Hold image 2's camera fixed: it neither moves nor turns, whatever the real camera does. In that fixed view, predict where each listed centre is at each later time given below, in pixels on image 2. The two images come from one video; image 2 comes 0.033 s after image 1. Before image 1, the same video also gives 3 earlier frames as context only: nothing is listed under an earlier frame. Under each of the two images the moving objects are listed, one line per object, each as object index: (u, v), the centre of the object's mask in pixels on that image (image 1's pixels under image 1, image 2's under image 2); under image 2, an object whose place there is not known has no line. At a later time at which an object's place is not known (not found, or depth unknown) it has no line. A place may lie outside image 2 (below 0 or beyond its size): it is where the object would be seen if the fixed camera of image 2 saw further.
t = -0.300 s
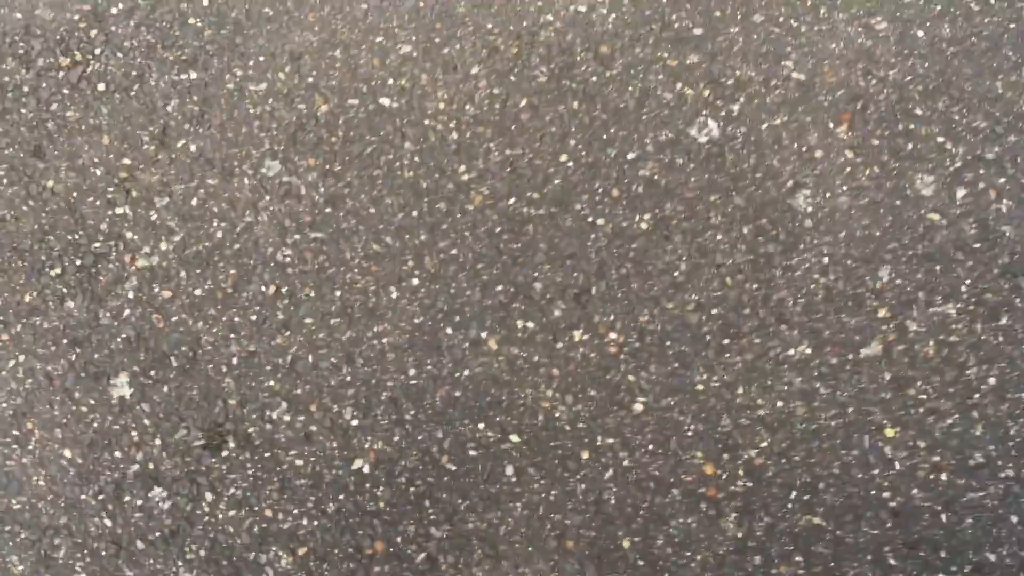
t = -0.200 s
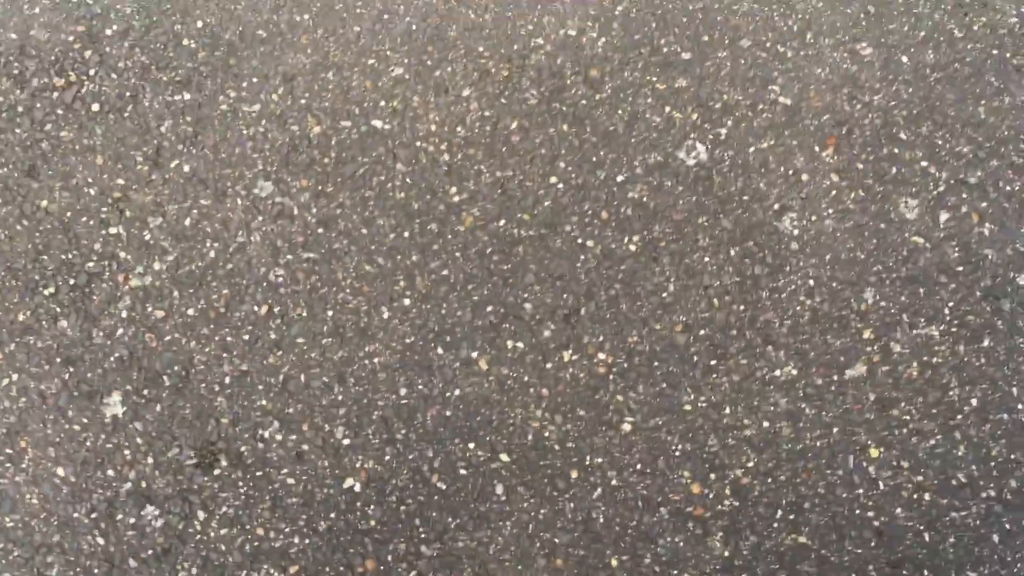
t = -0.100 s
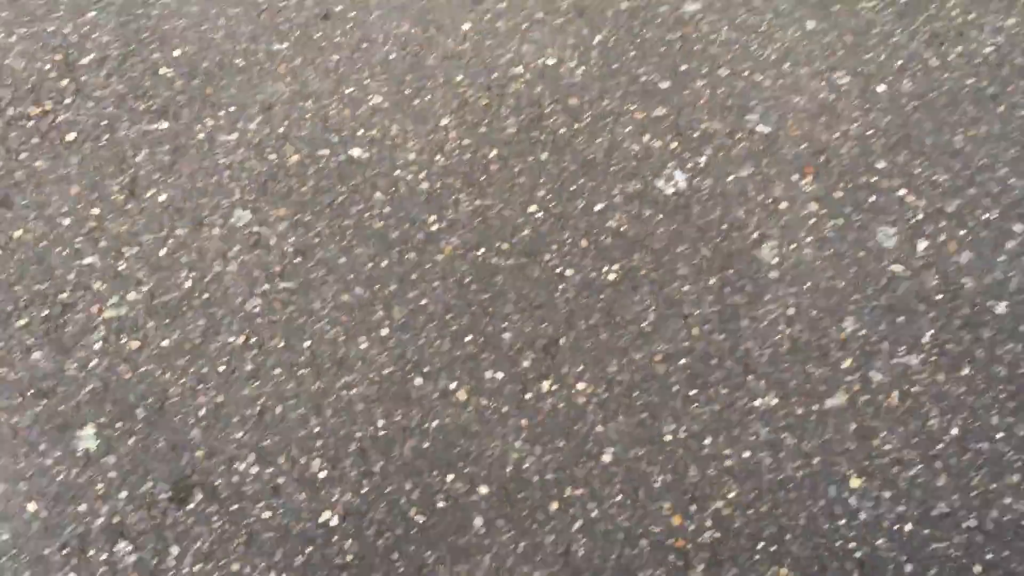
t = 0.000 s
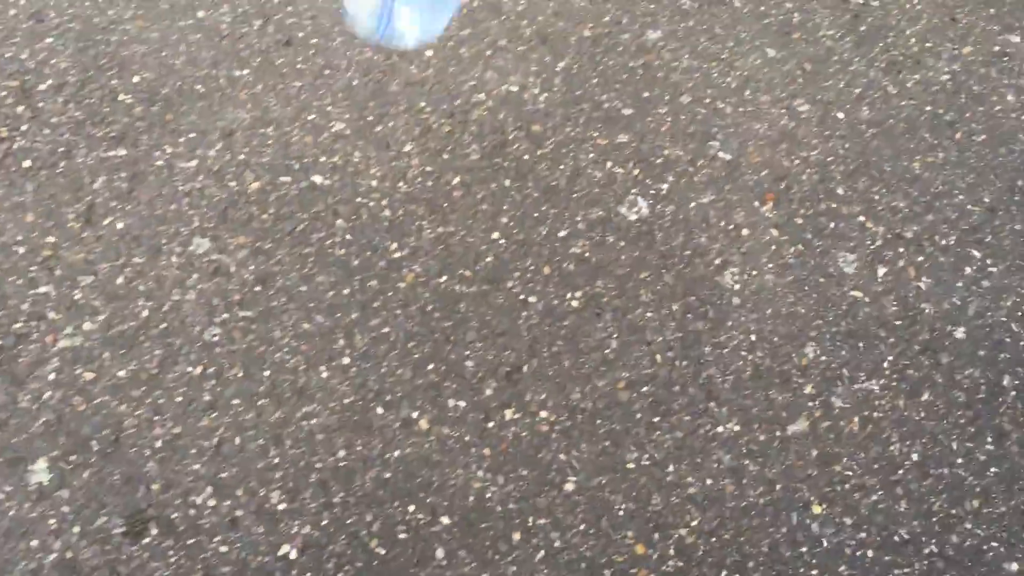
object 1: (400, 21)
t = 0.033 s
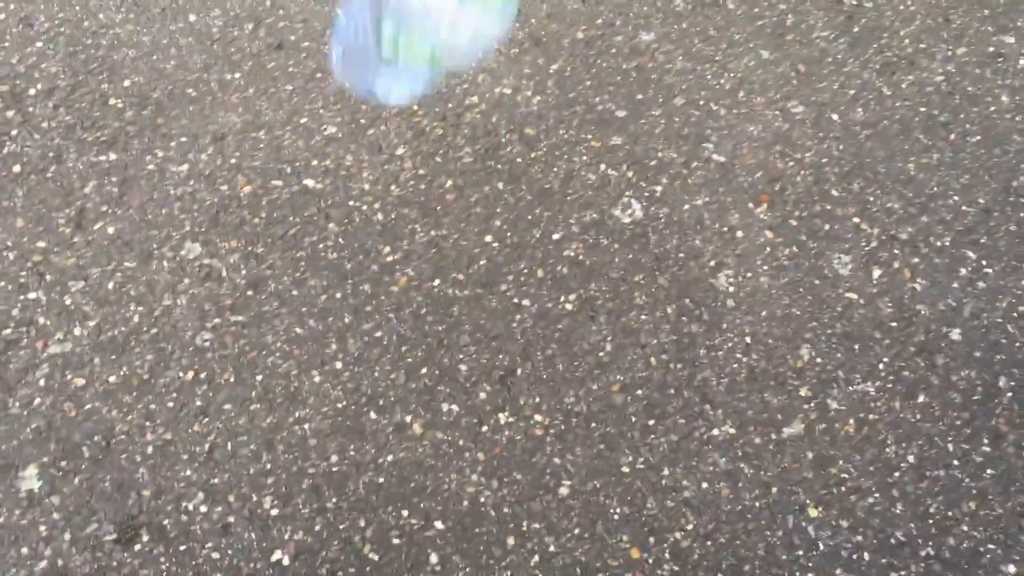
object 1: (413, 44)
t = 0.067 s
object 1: (419, 107)
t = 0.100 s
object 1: (410, 191)
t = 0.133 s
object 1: (400, 251)
